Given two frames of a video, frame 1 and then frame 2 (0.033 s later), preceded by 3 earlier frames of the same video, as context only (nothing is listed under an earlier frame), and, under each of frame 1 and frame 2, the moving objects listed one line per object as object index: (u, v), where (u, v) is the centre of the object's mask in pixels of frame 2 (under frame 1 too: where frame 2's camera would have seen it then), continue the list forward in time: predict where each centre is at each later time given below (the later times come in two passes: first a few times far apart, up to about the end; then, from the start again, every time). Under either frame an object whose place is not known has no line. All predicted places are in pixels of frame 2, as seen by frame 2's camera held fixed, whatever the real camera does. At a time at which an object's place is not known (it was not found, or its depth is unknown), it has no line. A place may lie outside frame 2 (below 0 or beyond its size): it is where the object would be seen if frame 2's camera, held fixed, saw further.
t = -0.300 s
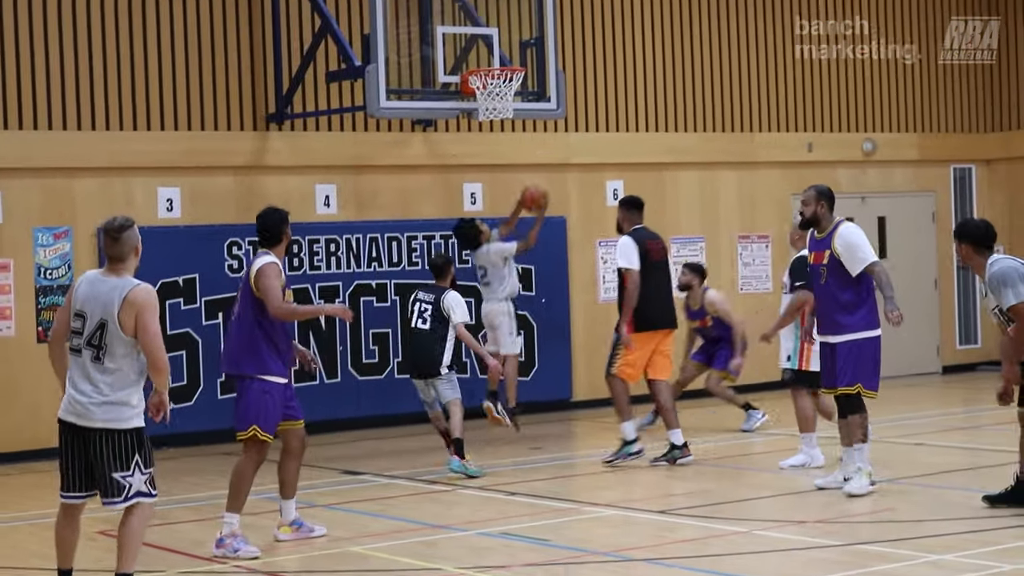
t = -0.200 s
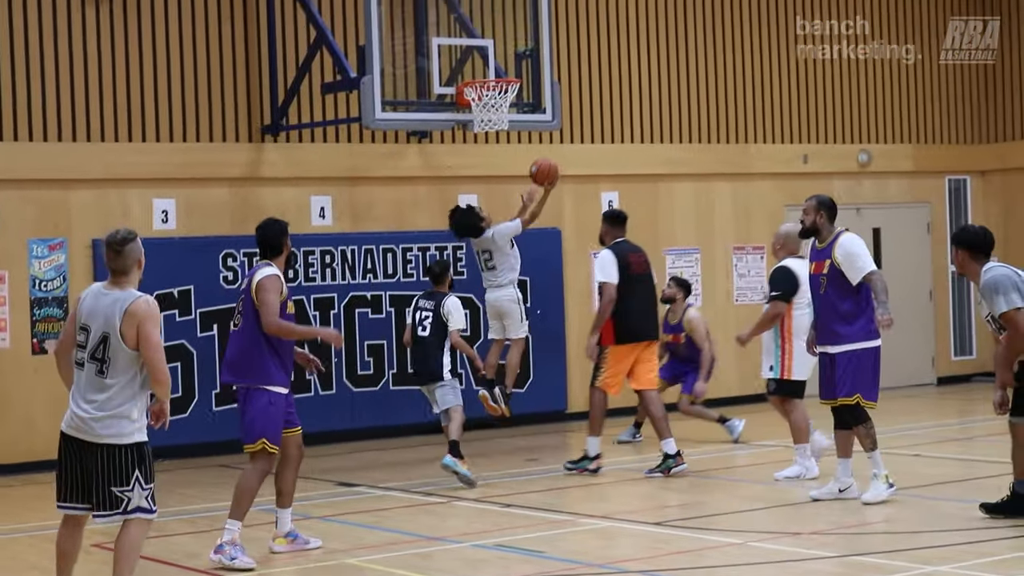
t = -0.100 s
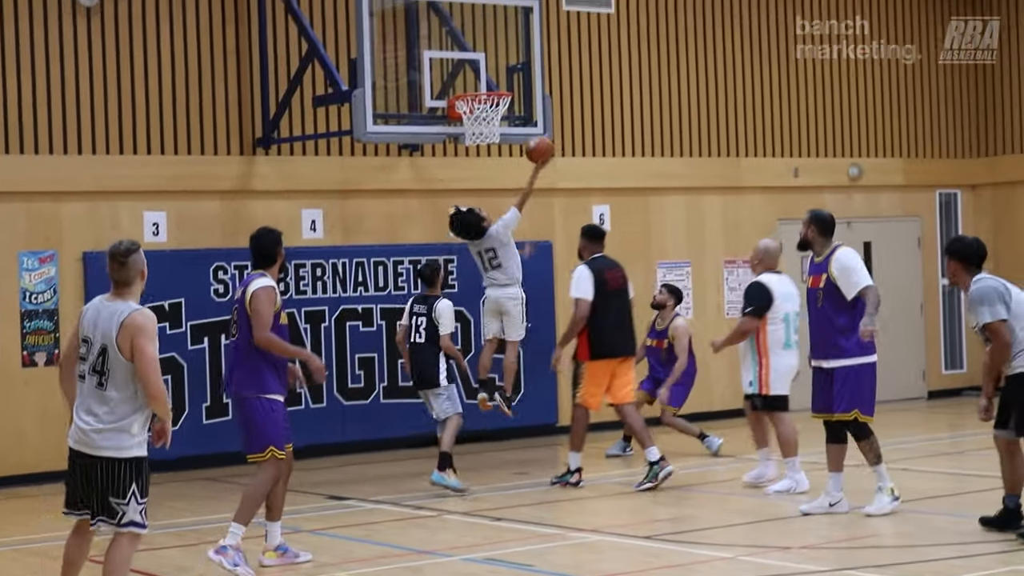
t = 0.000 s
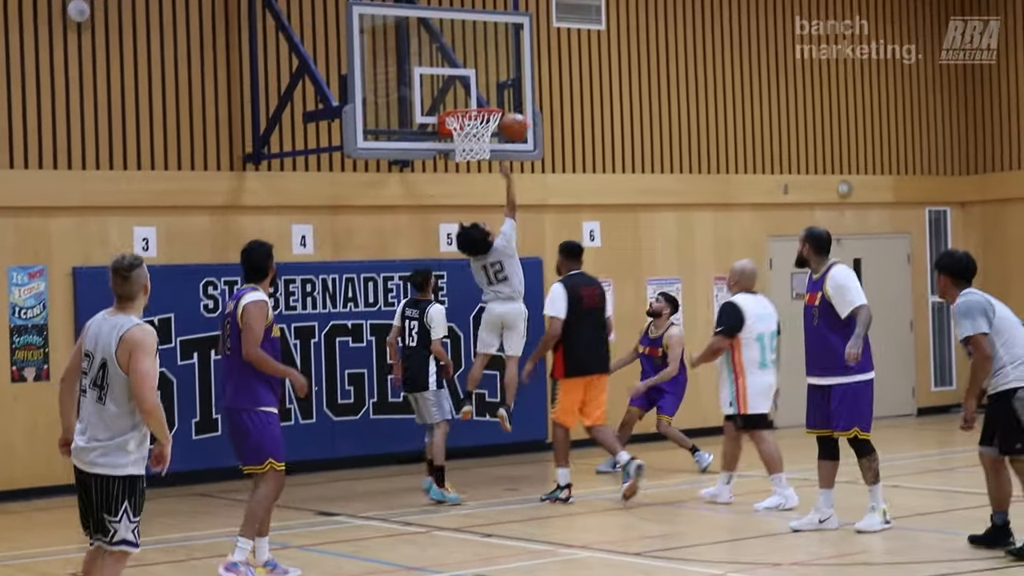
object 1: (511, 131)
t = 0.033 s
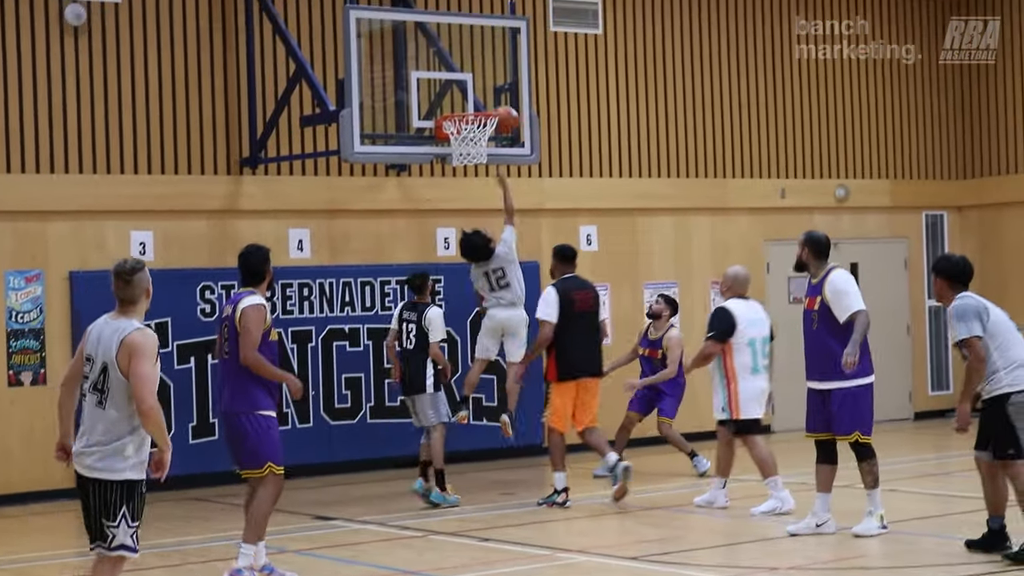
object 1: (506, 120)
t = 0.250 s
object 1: (472, 82)
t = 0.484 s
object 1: (472, 118)
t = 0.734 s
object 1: (471, 211)
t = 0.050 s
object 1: (503, 114)
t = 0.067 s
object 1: (501, 108)
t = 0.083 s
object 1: (497, 104)
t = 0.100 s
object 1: (493, 101)
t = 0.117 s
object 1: (489, 97)
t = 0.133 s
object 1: (487, 94)
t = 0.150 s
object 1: (484, 91)
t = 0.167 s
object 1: (482, 89)
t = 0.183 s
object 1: (478, 86)
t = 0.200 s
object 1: (475, 84)
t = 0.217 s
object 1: (473, 83)
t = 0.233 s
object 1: (473, 83)
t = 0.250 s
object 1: (472, 82)
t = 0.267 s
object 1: (472, 82)
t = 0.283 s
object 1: (472, 83)
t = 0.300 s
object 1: (472, 83)
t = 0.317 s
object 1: (472, 84)
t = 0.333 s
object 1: (471, 86)
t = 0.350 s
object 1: (472, 88)
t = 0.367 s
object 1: (471, 90)
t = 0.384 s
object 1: (471, 93)
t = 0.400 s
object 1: (471, 96)
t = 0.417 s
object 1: (471, 99)
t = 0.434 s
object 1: (470, 101)
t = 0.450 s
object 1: (471, 104)
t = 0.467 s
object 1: (471, 106)
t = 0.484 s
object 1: (472, 118)
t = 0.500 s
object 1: (470, 121)
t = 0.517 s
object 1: (471, 125)
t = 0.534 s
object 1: (471, 131)
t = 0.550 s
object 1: (472, 135)
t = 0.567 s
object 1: (471, 141)
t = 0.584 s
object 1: (471, 148)
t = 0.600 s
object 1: (473, 156)
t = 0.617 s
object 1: (471, 169)
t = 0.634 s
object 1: (472, 171)
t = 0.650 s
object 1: (471, 174)
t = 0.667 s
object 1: (471, 179)
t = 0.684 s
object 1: (471, 187)
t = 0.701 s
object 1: (470, 194)
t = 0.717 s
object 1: (471, 203)
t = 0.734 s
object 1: (471, 211)
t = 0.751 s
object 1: (471, 218)
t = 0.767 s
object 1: (471, 227)
